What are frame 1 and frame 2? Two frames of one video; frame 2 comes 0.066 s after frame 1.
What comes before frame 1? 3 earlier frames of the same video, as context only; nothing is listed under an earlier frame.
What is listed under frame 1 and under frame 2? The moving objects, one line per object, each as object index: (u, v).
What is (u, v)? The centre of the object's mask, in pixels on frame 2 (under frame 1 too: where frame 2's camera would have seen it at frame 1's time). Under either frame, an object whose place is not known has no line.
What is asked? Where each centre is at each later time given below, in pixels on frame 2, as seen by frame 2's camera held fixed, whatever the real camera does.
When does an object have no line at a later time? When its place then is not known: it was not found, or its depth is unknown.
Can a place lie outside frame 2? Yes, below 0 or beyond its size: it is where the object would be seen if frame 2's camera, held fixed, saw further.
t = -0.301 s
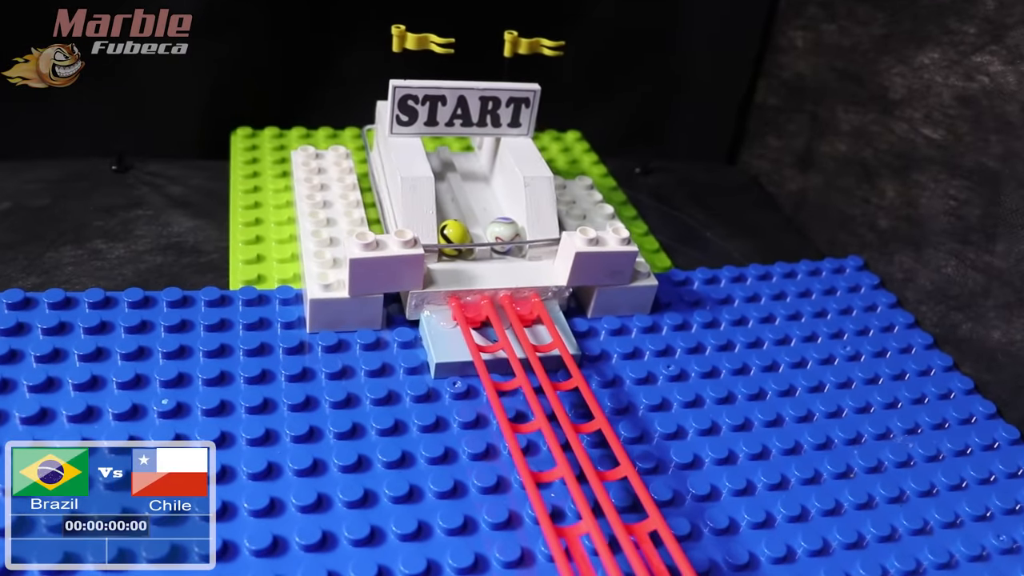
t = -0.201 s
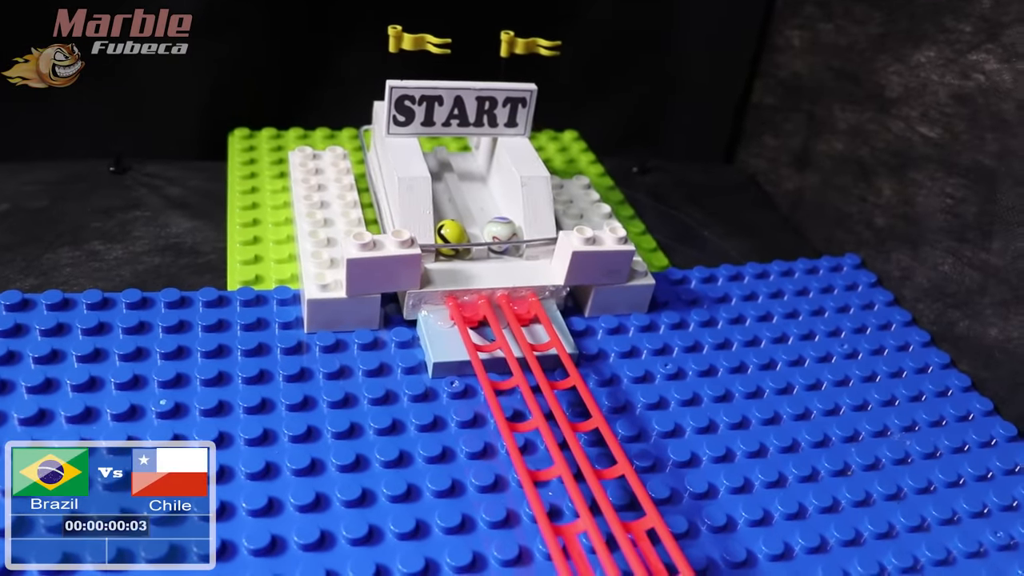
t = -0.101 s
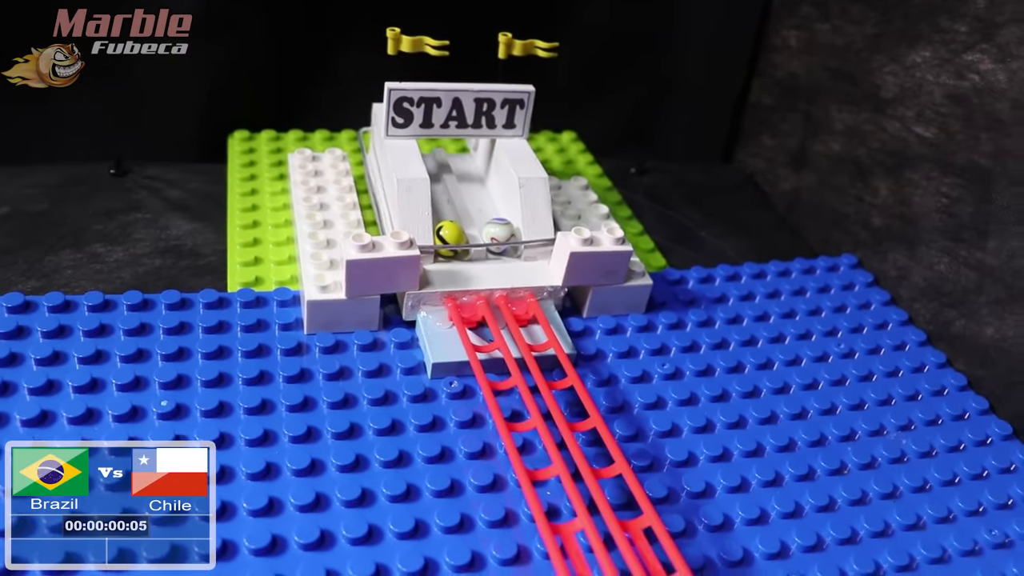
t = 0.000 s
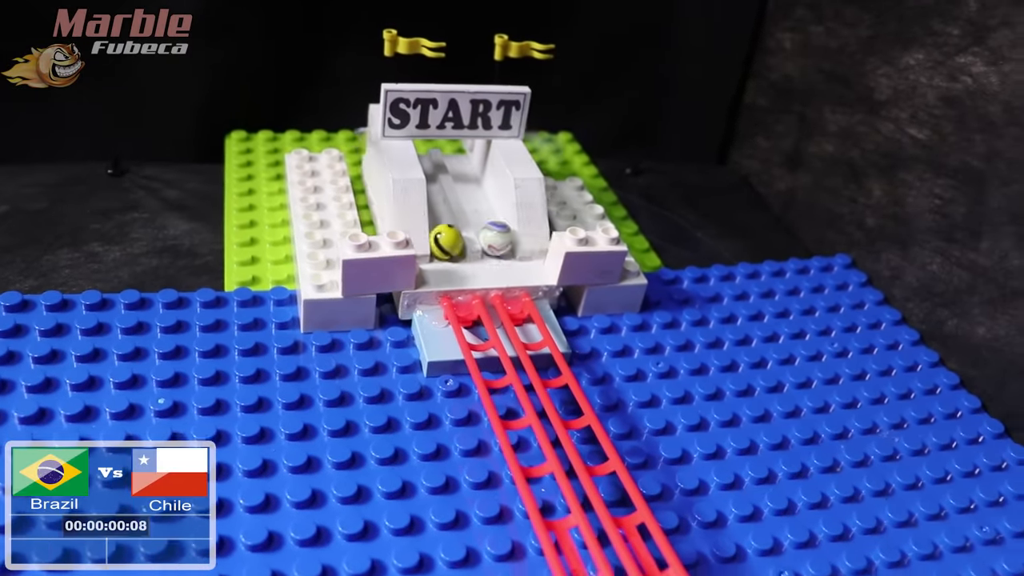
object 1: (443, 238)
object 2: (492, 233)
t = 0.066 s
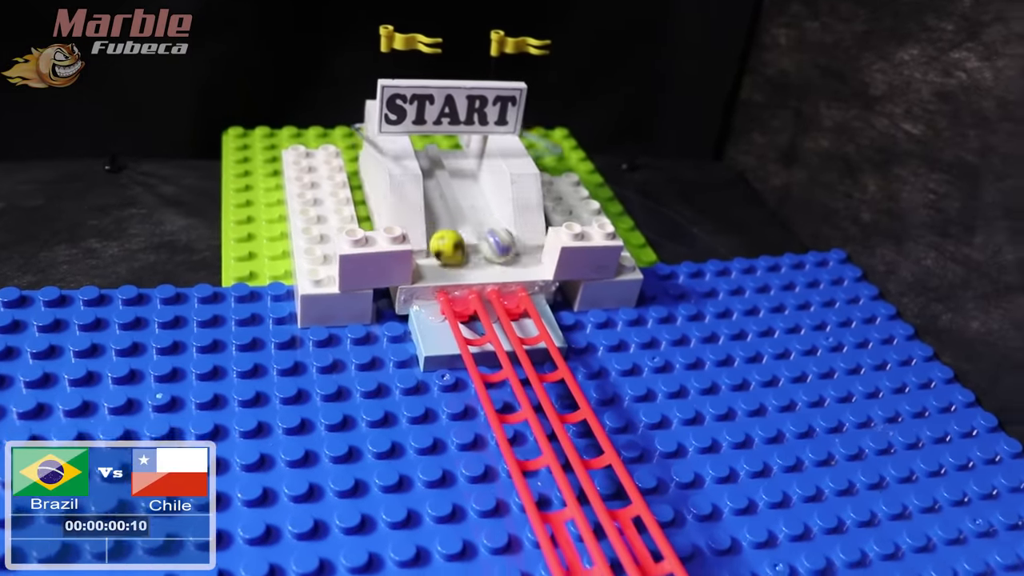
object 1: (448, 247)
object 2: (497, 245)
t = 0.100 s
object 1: (451, 256)
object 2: (501, 252)
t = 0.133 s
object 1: (456, 266)
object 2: (509, 264)
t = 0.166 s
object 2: (513, 287)
